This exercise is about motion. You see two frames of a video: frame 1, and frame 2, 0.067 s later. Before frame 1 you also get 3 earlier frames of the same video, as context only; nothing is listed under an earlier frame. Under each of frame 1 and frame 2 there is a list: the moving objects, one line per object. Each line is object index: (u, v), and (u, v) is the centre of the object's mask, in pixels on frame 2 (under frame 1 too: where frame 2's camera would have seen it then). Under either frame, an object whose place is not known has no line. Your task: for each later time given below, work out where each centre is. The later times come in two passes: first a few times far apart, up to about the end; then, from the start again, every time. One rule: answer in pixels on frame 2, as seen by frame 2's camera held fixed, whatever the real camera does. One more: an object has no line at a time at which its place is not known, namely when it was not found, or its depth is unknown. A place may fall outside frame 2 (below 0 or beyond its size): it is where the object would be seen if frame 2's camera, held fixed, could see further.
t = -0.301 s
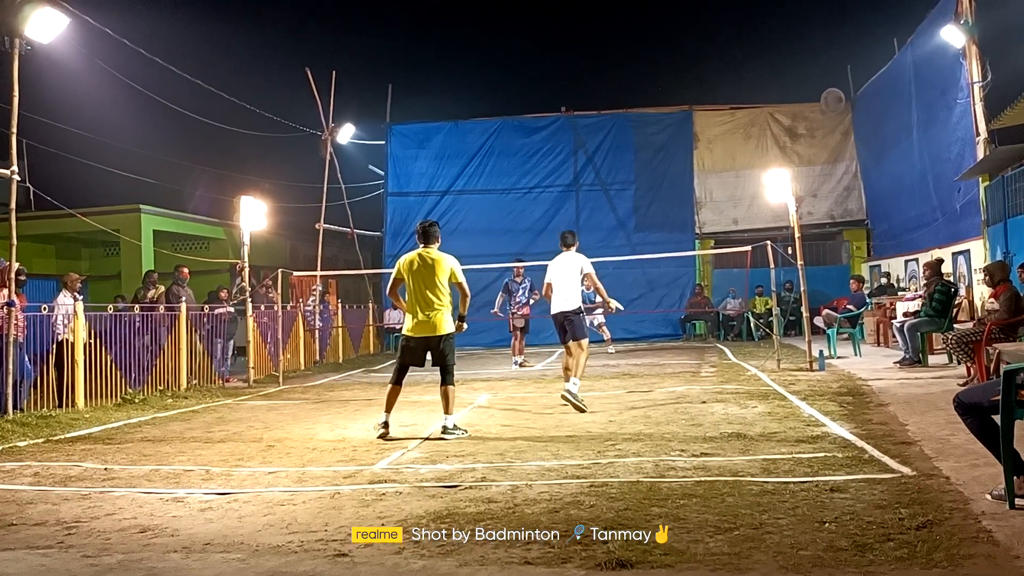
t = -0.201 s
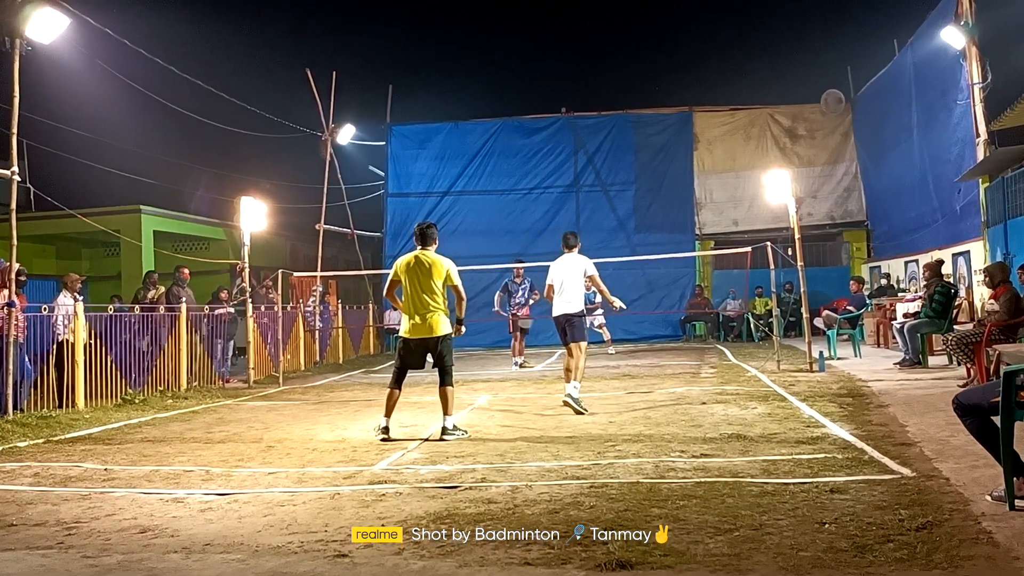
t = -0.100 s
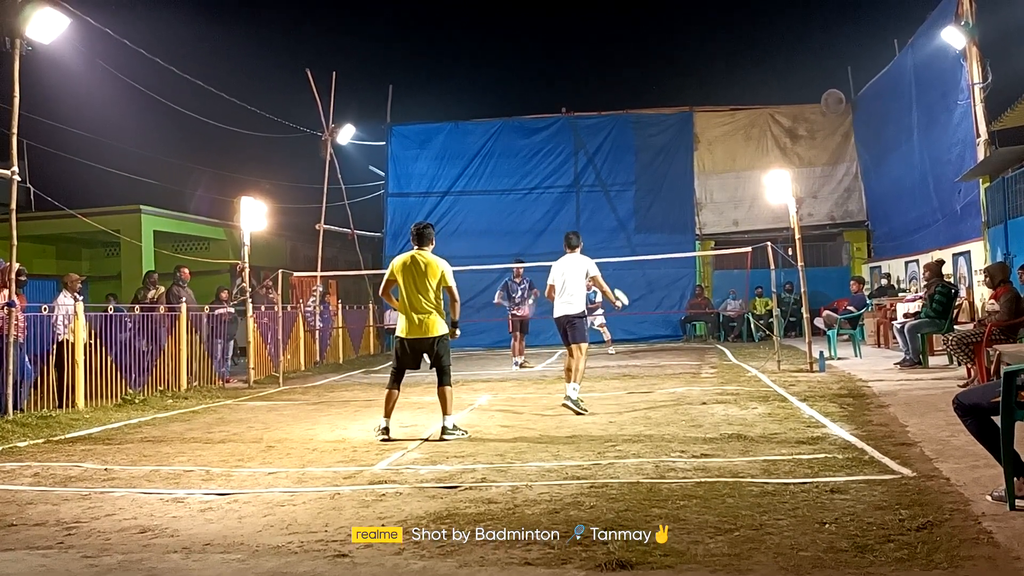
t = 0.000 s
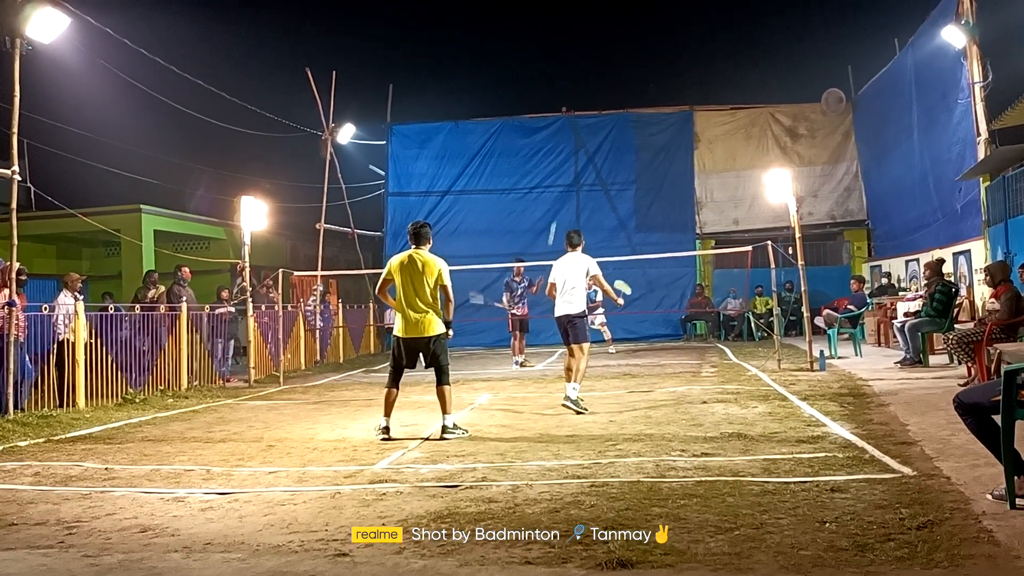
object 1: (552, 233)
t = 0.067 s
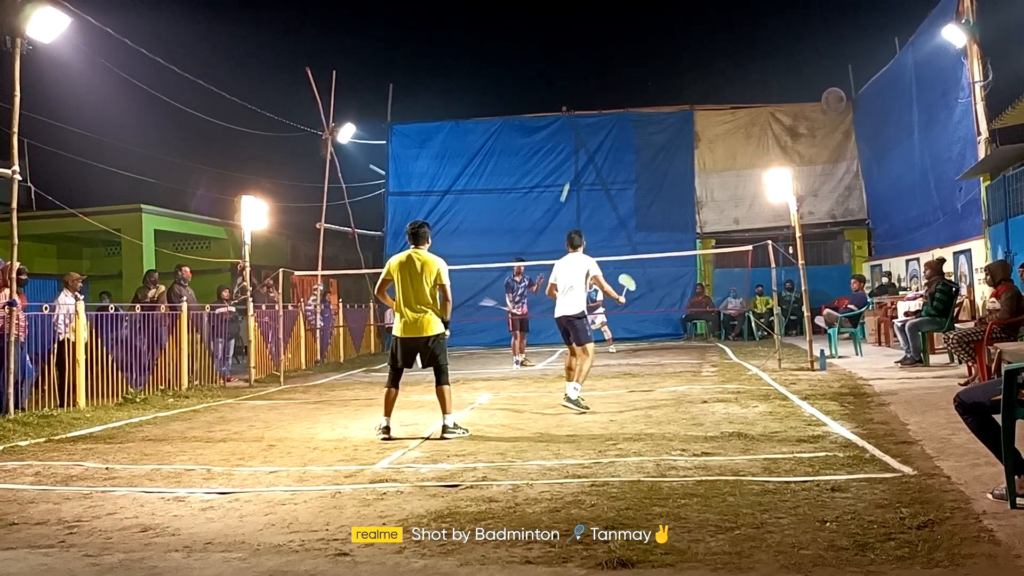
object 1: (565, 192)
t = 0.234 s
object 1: (595, 115)
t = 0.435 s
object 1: (630, 59)
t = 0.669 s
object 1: (672, 44)
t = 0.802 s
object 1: (697, 63)
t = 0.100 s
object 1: (571, 174)
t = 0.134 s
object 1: (577, 158)
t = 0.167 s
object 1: (583, 142)
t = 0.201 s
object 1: (589, 128)
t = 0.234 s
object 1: (595, 115)
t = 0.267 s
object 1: (601, 103)
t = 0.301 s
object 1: (607, 92)
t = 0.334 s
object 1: (613, 83)
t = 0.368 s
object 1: (619, 74)
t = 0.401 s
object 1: (625, 66)
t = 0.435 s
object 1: (630, 59)
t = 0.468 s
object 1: (636, 54)
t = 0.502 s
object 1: (642, 49)
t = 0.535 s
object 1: (648, 46)
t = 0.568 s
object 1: (654, 44)
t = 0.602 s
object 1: (660, 43)
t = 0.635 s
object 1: (666, 43)
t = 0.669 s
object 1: (672, 44)
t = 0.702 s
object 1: (678, 47)
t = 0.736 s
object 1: (685, 51)
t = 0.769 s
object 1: (690, 56)
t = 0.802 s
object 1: (697, 63)
